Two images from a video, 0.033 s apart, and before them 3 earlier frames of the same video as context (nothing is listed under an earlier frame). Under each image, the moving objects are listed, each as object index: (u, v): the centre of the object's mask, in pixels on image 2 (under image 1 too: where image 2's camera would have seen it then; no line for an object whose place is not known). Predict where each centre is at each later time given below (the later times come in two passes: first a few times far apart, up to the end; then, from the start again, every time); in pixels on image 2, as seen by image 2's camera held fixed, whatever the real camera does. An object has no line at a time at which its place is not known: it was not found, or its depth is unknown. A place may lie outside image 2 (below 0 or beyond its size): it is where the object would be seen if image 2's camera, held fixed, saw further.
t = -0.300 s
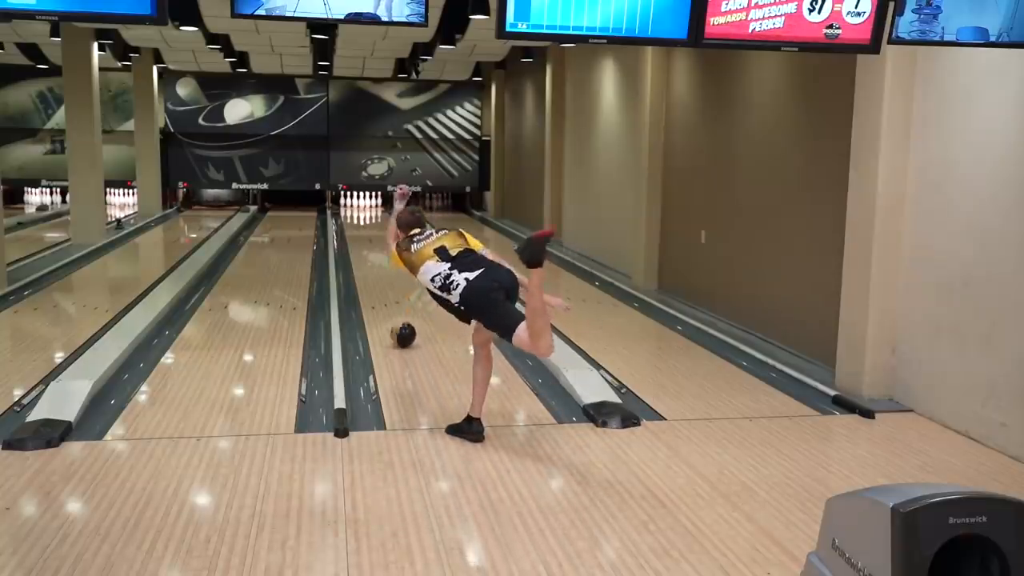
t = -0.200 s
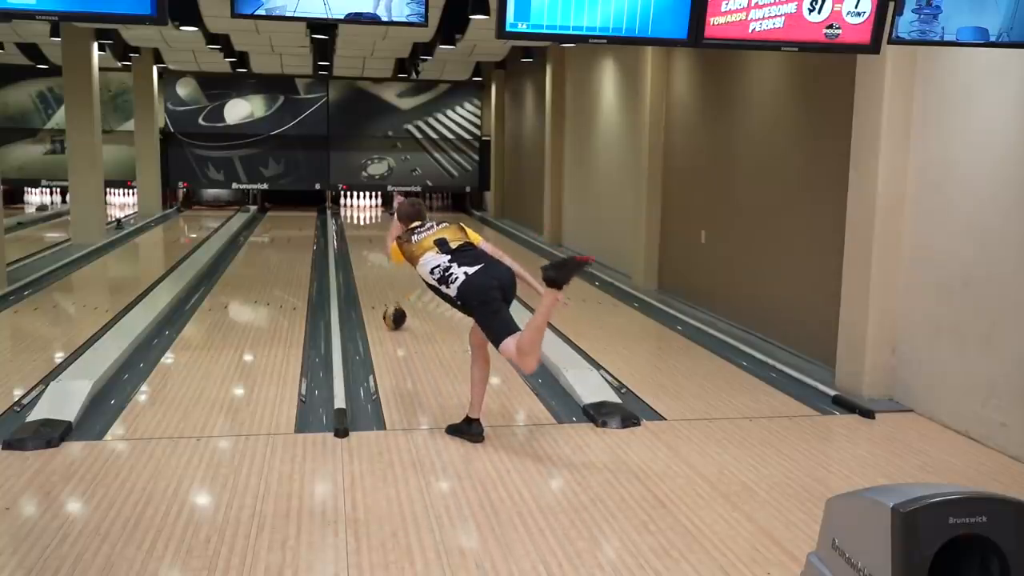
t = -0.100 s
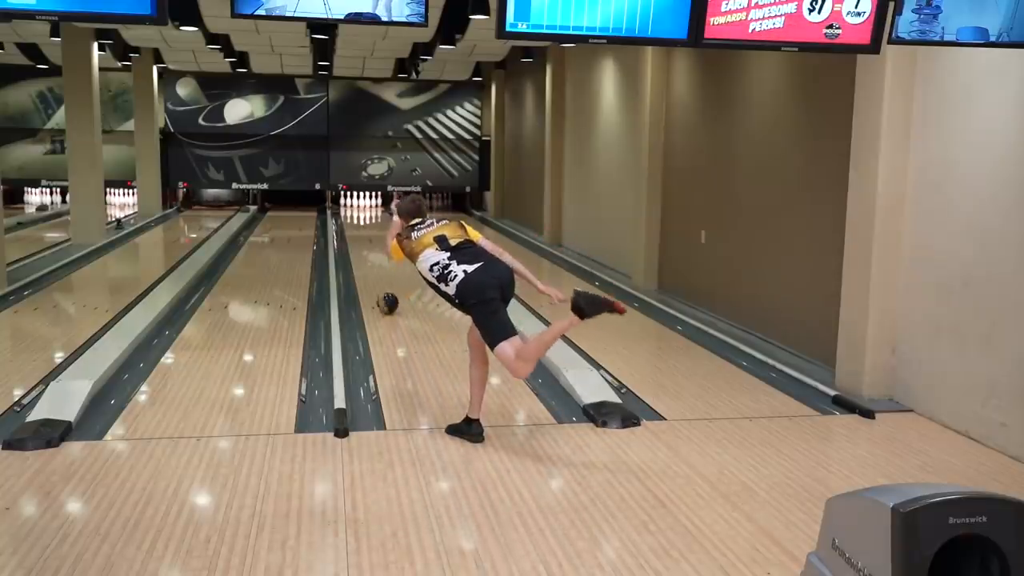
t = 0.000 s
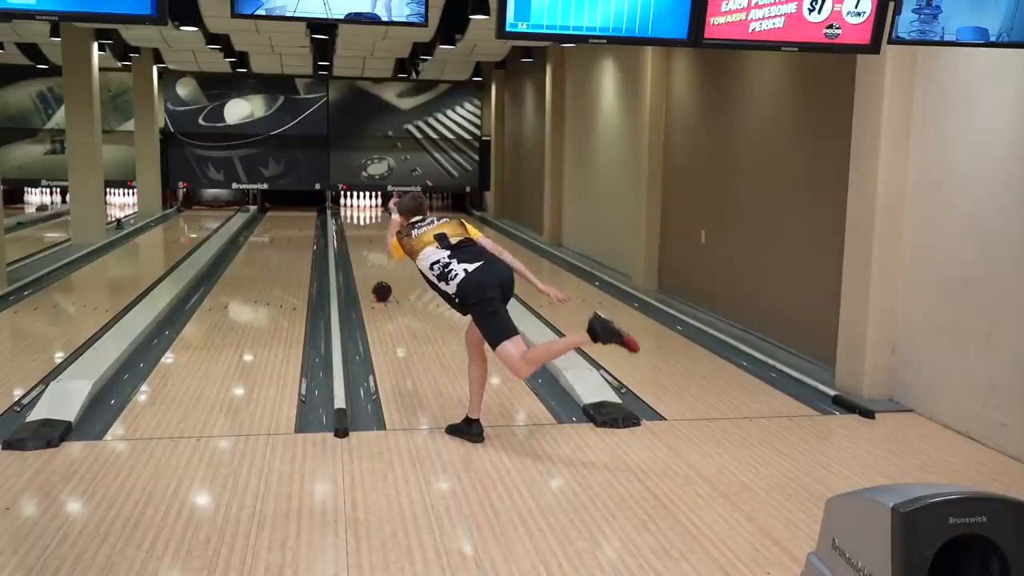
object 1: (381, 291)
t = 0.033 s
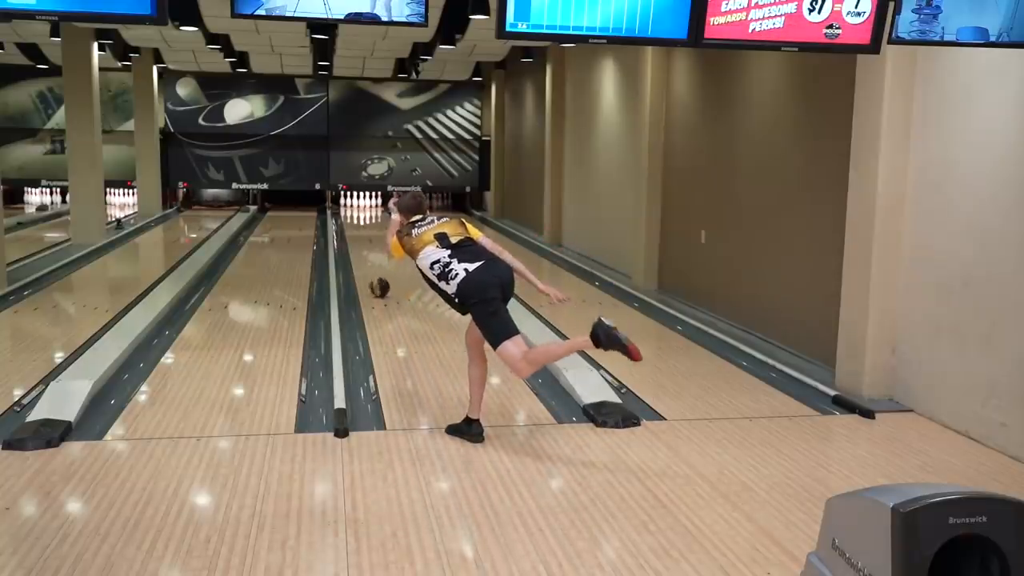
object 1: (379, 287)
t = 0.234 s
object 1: (370, 269)
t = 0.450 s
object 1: (363, 254)
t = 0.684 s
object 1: (358, 240)
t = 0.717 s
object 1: (358, 239)
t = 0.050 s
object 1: (379, 286)
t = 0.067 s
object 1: (378, 285)
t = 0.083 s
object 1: (378, 284)
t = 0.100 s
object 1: (376, 281)
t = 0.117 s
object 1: (376, 279)
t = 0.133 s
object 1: (375, 277)
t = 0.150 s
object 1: (374, 276)
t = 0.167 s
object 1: (373, 274)
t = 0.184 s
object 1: (373, 273)
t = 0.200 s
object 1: (372, 272)
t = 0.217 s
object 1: (372, 271)
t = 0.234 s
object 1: (370, 269)
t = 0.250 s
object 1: (370, 267)
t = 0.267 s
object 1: (369, 266)
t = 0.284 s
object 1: (369, 265)
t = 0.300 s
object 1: (368, 264)
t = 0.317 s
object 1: (367, 262)
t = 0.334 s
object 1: (367, 262)
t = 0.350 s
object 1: (367, 260)
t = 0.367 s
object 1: (366, 259)
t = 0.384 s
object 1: (366, 257)
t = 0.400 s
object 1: (365, 256)
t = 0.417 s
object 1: (365, 255)
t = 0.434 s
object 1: (364, 254)
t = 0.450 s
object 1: (363, 254)
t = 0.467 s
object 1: (364, 253)
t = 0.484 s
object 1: (363, 251)
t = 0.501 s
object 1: (362, 250)
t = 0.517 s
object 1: (362, 249)
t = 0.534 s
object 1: (362, 248)
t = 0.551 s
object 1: (361, 247)
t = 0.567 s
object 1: (361, 246)
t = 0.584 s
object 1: (361, 246)
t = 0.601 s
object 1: (360, 244)
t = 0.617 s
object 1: (360, 243)
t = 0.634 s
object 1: (359, 242)
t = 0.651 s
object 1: (359, 242)
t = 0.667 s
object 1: (359, 241)
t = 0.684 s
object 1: (358, 240)
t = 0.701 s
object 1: (358, 239)
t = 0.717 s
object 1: (358, 239)
